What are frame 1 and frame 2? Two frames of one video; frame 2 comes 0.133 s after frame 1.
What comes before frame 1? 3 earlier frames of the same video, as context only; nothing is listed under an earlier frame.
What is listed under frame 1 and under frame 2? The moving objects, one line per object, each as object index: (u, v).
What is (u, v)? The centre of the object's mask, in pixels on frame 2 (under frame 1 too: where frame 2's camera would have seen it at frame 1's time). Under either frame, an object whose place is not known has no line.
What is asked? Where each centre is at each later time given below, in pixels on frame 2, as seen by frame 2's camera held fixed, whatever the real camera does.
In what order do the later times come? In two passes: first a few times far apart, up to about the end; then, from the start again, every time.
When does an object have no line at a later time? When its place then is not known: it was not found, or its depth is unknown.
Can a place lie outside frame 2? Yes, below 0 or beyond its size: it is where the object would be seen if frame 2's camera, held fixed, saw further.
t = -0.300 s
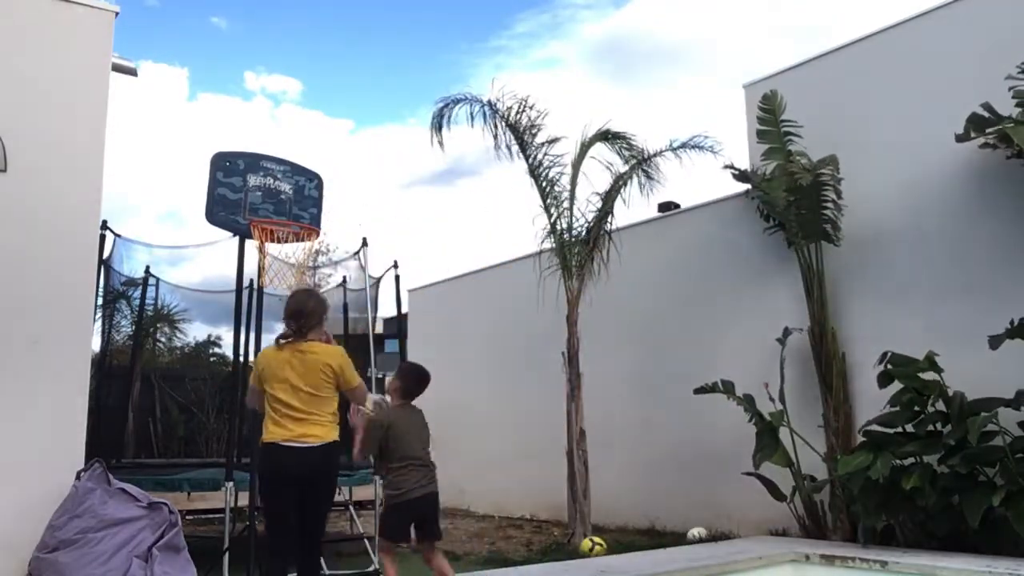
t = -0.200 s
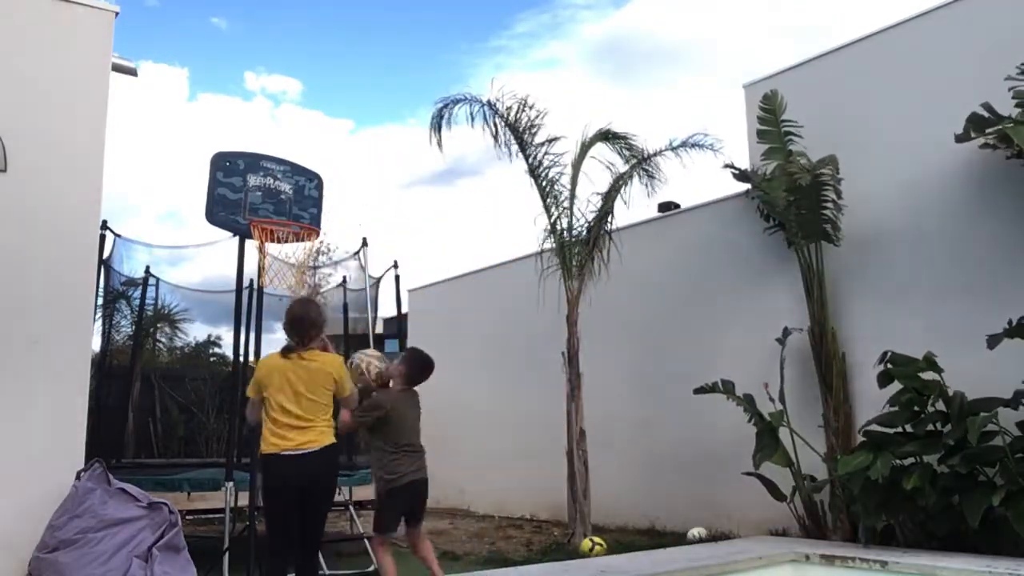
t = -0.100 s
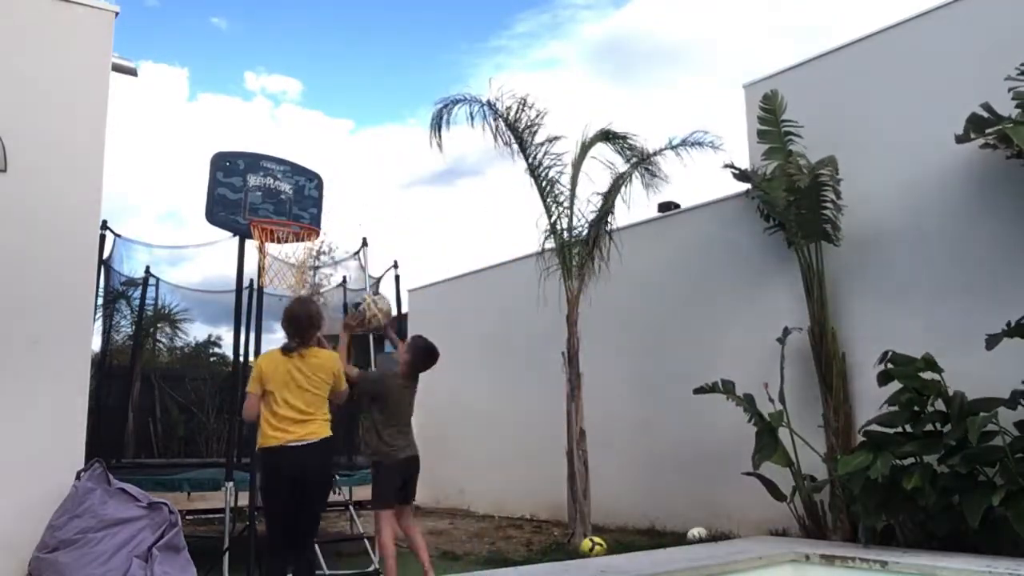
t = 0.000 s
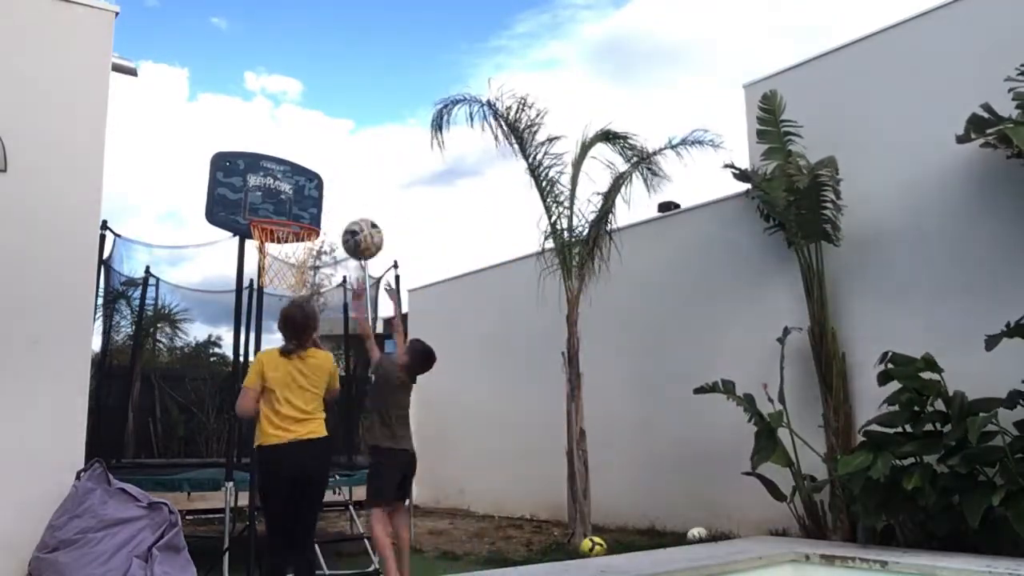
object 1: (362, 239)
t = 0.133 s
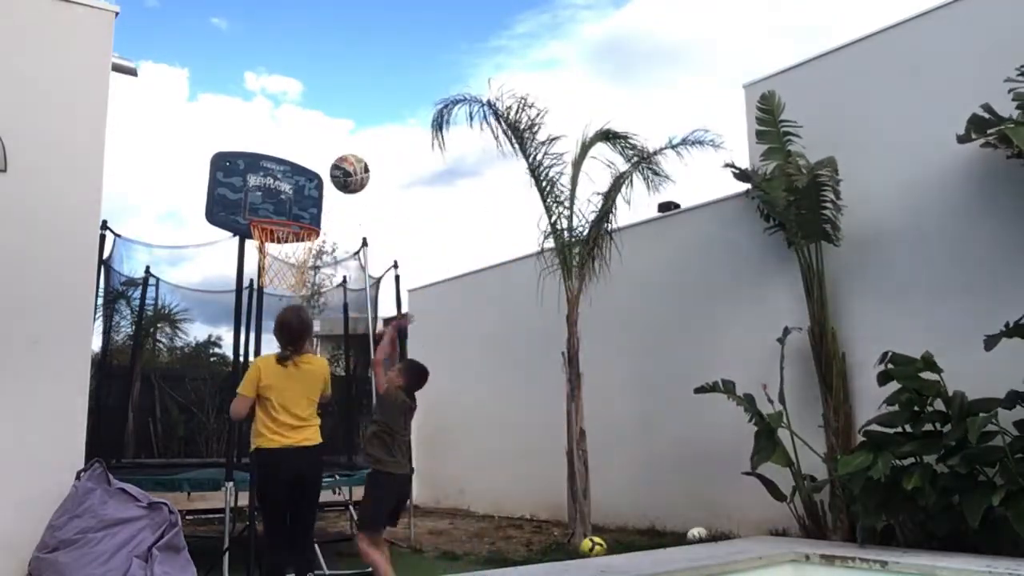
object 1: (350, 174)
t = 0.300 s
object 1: (334, 140)
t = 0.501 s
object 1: (317, 160)
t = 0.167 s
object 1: (347, 163)
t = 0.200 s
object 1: (343, 154)
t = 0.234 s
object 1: (341, 147)
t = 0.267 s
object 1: (338, 142)
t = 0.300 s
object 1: (334, 140)
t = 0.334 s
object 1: (332, 139)
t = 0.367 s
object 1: (329, 139)
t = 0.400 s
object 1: (326, 142)
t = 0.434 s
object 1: (322, 146)
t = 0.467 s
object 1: (319, 152)
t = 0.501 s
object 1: (317, 160)
